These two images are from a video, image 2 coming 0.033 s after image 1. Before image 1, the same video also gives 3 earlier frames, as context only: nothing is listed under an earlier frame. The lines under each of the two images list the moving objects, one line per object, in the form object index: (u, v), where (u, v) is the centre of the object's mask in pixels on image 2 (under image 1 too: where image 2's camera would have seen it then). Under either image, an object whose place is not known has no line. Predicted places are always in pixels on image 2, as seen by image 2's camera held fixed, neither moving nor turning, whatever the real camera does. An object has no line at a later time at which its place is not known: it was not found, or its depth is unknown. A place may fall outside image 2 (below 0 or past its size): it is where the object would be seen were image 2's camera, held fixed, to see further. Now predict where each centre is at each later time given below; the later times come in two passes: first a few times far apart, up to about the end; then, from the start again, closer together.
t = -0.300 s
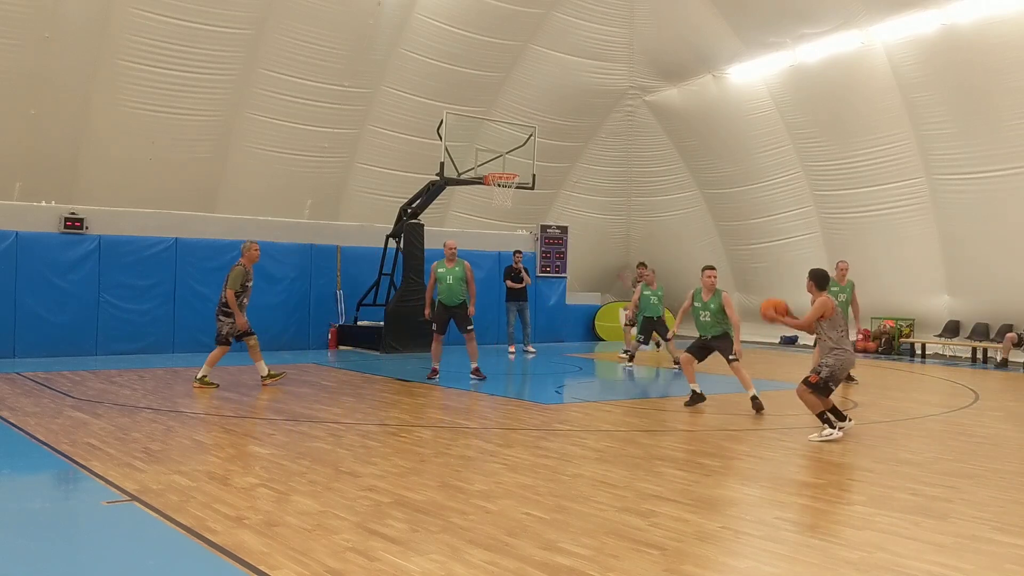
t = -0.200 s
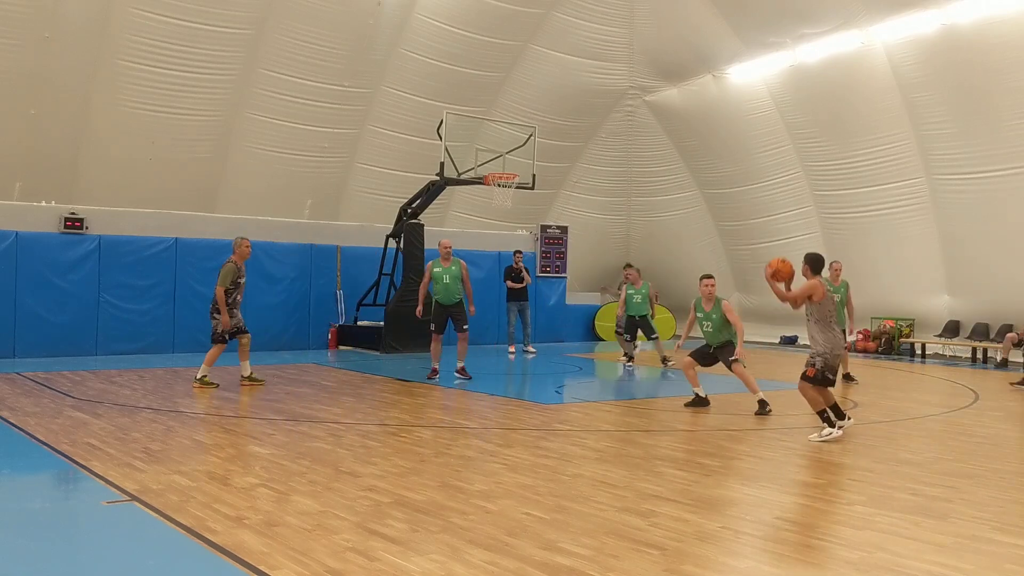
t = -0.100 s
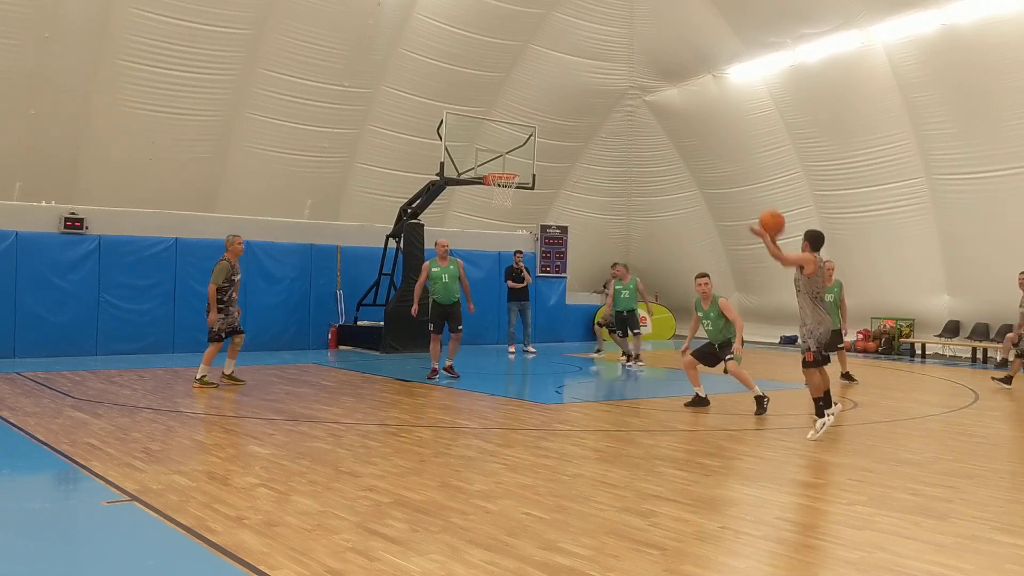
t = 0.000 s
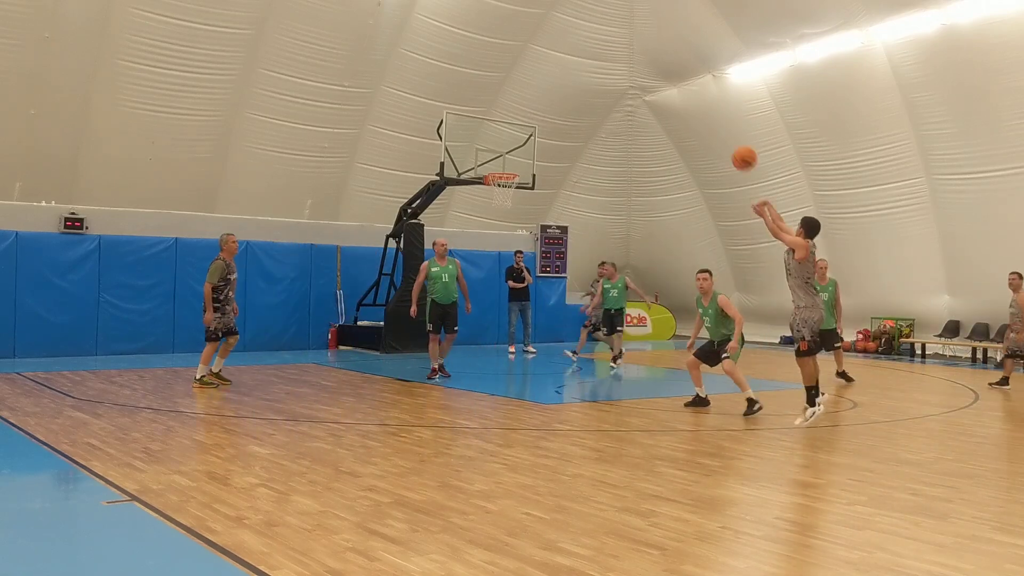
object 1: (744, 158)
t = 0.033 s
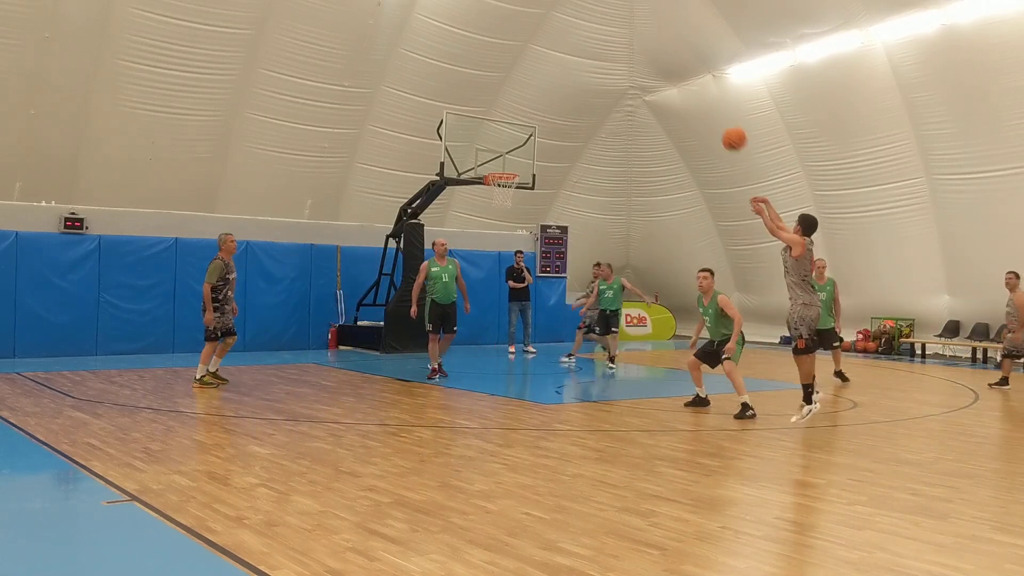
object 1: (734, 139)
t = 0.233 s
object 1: (680, 54)
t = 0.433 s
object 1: (634, 13)
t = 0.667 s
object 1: (588, 10)
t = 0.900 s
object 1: (549, 44)
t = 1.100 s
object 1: (519, 99)
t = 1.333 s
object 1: (494, 158)
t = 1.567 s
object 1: (509, 118)
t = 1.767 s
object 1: (521, 109)
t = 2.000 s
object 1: (535, 130)
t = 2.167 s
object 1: (543, 167)
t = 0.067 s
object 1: (724, 121)
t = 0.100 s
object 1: (715, 105)
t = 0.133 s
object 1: (706, 90)
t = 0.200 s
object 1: (688, 65)
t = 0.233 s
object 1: (680, 54)
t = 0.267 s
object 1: (672, 44)
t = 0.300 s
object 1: (664, 36)
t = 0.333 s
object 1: (656, 29)
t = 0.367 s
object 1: (648, 23)
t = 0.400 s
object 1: (641, 17)
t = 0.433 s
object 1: (634, 13)
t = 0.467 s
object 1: (627, 10)
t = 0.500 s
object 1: (620, 8)
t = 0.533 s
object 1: (613, 7)
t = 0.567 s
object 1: (607, 7)
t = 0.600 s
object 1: (600, 7)
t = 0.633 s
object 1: (594, 8)
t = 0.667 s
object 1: (588, 10)
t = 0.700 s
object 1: (582, 13)
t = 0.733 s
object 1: (576, 16)
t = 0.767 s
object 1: (571, 21)
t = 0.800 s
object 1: (565, 26)
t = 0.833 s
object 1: (559, 31)
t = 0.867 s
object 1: (554, 37)
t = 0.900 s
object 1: (549, 44)
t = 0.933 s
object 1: (543, 52)
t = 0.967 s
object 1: (538, 60)
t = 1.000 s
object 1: (533, 69)
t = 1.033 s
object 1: (528, 78)
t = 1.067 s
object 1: (523, 88)
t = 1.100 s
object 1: (519, 99)
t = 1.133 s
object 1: (514, 109)
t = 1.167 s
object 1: (510, 121)
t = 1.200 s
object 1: (505, 132)
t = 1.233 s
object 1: (501, 145)
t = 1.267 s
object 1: (496, 157)
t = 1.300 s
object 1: (493, 167)
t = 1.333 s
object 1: (494, 158)
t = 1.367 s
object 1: (496, 151)
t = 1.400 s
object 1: (498, 143)
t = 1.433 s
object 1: (500, 137)
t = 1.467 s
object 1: (502, 131)
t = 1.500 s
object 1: (505, 126)
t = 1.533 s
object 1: (506, 121)
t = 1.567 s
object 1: (509, 118)
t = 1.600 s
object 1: (511, 114)
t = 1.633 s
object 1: (513, 112)
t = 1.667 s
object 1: (515, 110)
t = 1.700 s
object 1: (517, 109)
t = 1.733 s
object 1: (519, 109)
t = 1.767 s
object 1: (521, 109)
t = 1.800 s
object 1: (523, 110)
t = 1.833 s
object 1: (525, 111)
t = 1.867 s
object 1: (527, 114)
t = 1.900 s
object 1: (529, 117)
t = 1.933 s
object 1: (530, 120)
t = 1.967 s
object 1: (532, 125)
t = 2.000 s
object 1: (535, 130)
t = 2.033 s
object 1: (536, 136)
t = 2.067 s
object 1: (538, 143)
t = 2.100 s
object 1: (540, 150)
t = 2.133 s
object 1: (542, 158)
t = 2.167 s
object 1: (543, 167)
